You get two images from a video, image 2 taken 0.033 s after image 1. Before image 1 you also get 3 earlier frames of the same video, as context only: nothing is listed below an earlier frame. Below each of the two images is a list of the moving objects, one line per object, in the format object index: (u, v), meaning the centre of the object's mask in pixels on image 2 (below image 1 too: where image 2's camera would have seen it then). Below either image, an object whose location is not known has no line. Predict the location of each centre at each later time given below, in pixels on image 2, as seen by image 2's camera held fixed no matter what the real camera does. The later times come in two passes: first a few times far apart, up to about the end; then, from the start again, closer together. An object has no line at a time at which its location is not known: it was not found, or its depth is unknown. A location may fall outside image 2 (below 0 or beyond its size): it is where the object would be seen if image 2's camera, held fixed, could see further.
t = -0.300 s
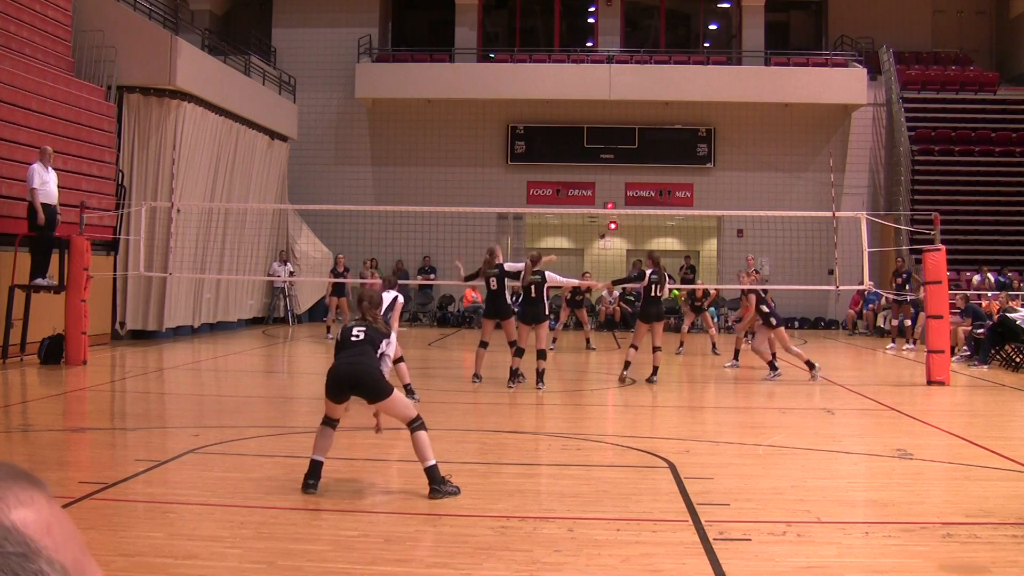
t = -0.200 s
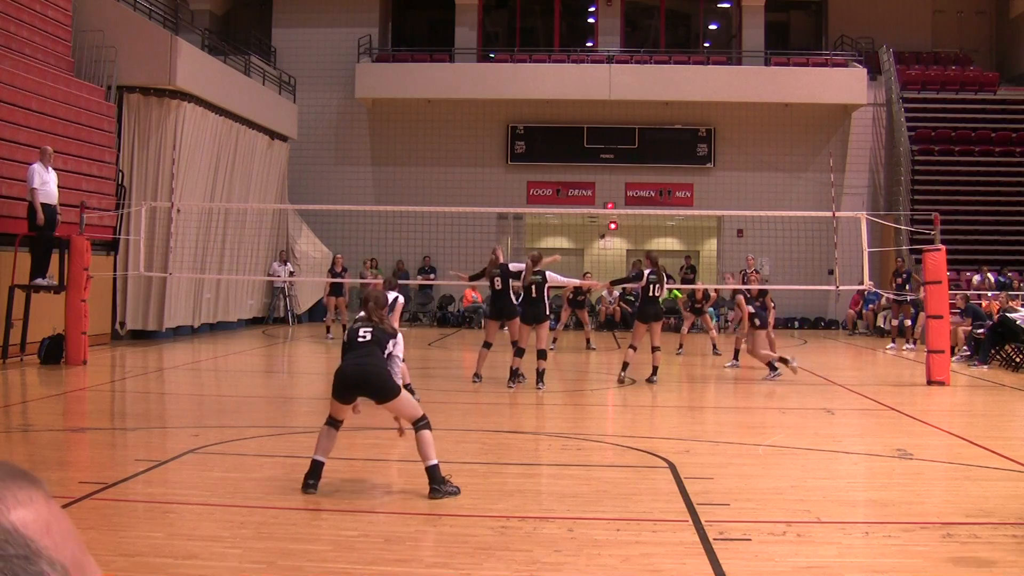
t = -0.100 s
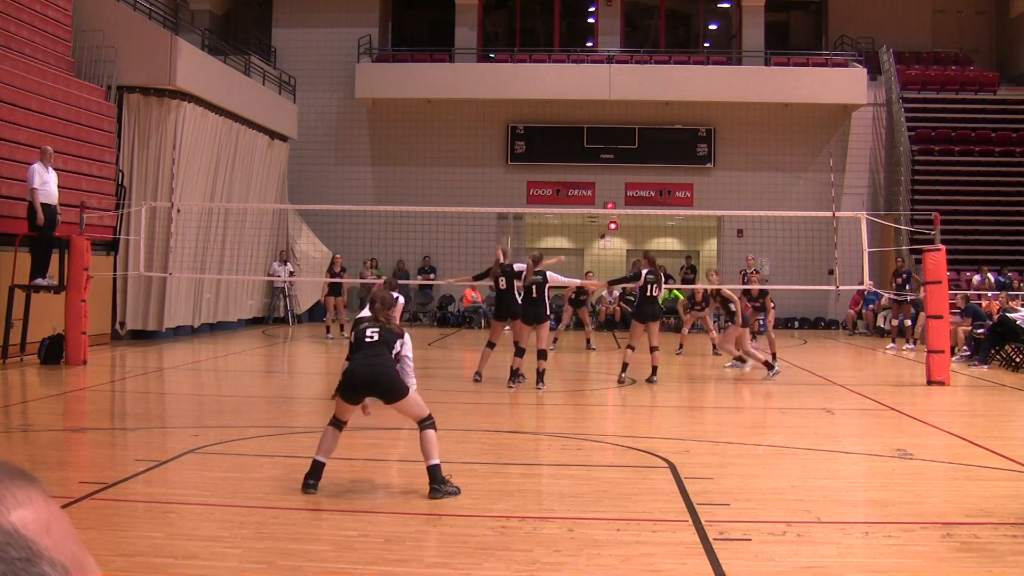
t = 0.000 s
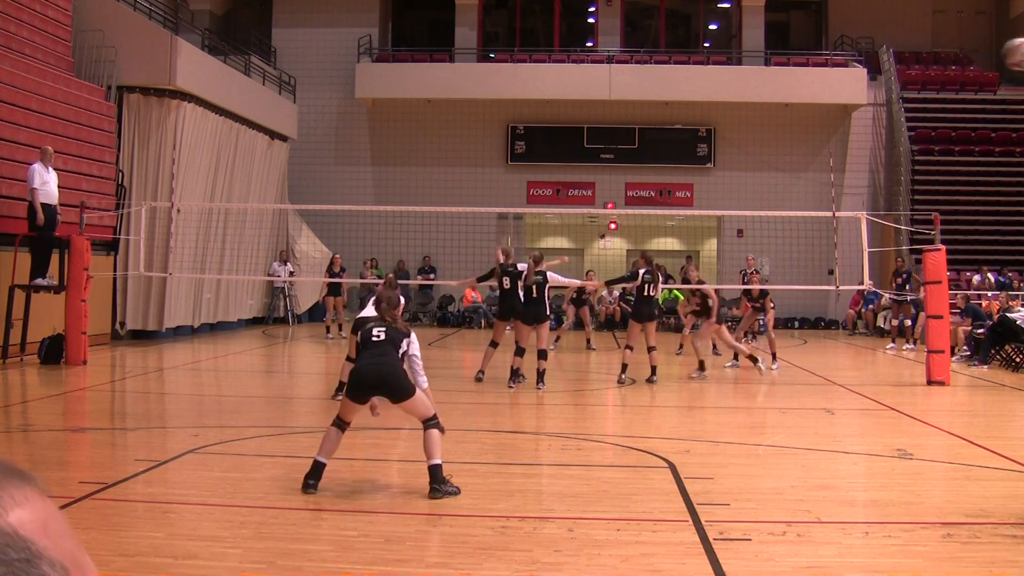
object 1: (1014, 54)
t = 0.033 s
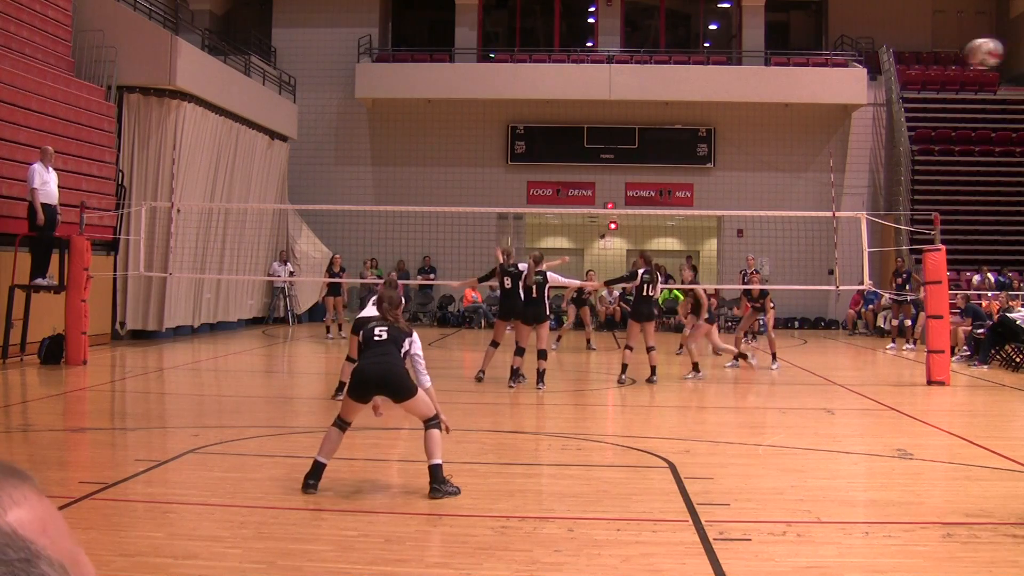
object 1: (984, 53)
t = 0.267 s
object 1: (807, 74)
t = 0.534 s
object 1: (709, 132)
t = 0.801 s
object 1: (651, 218)
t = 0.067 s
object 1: (950, 54)
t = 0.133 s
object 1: (892, 59)
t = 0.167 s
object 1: (868, 62)
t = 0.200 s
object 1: (845, 65)
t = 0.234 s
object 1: (826, 69)
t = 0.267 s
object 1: (807, 74)
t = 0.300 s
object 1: (791, 79)
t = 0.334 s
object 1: (776, 84)
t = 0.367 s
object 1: (762, 91)
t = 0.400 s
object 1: (750, 99)
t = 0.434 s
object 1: (739, 106)
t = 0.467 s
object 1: (729, 114)
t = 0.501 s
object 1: (720, 122)
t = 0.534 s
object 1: (709, 132)
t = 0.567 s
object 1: (701, 142)
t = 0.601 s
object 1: (693, 151)
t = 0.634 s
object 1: (686, 161)
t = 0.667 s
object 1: (678, 171)
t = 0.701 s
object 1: (671, 182)
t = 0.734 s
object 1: (664, 193)
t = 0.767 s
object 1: (658, 203)
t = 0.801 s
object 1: (651, 218)
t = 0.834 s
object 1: (645, 228)
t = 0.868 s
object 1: (640, 241)
